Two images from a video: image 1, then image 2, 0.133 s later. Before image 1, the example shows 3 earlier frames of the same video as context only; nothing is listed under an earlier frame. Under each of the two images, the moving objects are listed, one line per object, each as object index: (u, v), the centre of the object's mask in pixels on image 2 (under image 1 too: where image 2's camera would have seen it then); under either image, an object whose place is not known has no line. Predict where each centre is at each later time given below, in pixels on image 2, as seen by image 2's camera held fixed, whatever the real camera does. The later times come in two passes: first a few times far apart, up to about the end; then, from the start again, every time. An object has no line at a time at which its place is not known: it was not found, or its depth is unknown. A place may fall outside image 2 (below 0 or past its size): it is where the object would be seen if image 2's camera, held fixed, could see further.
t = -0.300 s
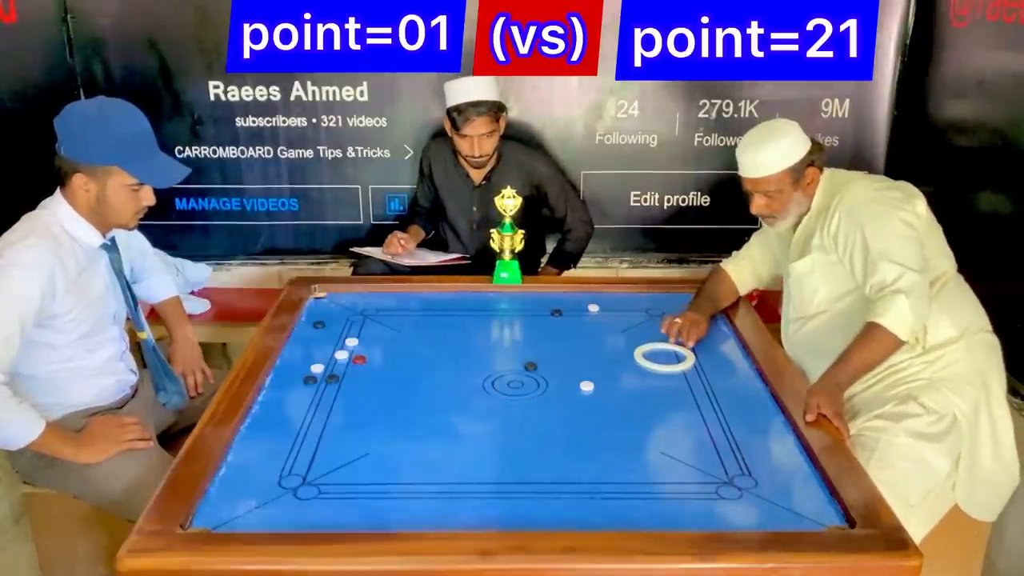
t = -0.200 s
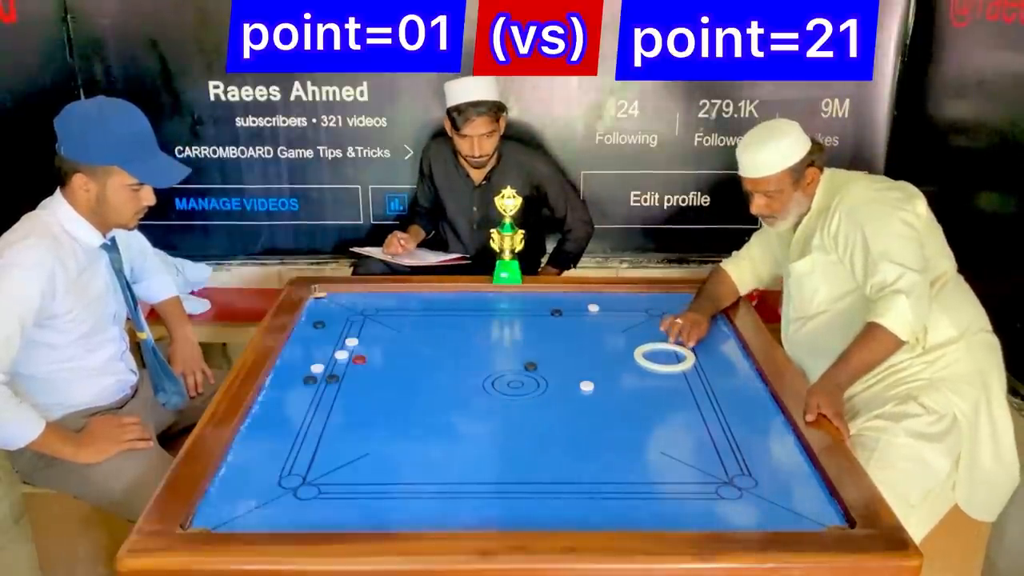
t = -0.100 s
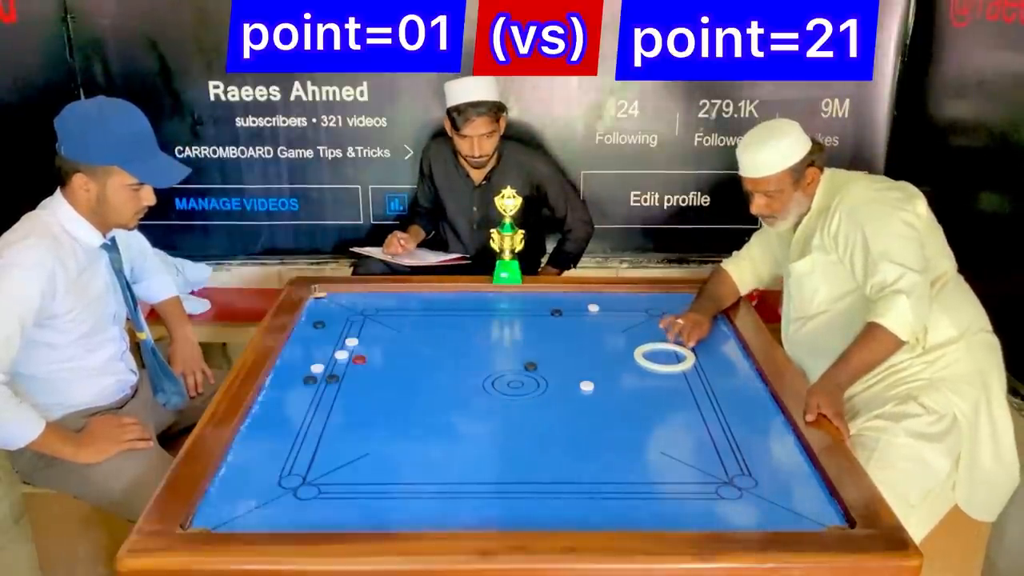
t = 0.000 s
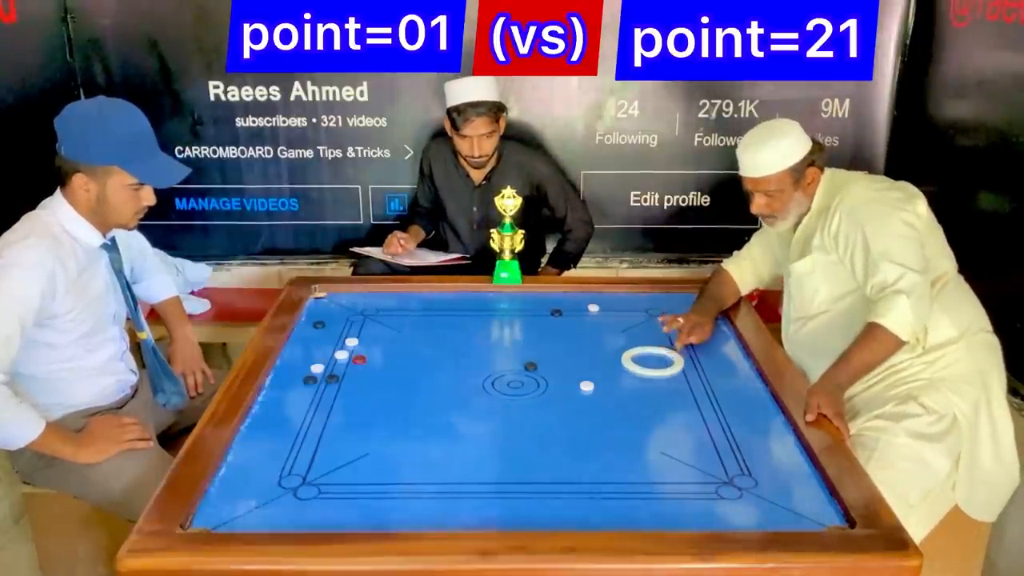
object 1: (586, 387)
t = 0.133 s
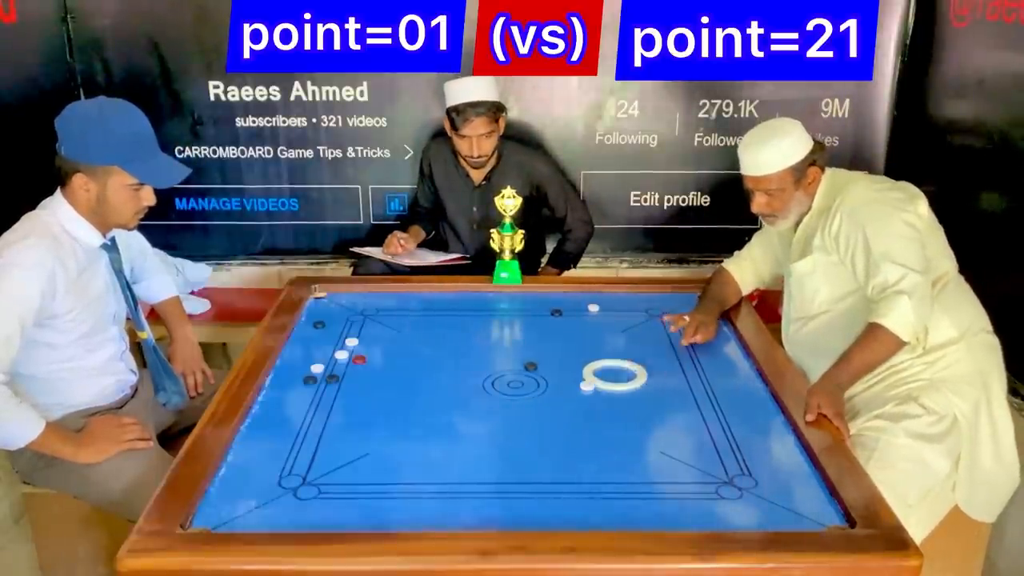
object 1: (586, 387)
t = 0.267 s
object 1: (546, 401)
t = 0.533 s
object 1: (458, 435)
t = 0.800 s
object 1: (362, 469)
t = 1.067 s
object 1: (257, 506)
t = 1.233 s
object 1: (193, 528)
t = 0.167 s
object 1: (577, 390)
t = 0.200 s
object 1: (567, 393)
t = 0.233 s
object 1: (556, 397)
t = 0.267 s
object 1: (546, 401)
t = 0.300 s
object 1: (536, 405)
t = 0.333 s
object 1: (525, 409)
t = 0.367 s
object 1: (514, 413)
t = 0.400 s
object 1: (502, 418)
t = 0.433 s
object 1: (492, 422)
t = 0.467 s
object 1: (480, 426)
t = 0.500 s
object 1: (469, 430)
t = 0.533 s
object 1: (458, 435)
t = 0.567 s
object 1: (446, 438)
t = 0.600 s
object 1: (434, 443)
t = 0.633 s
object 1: (422, 447)
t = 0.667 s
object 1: (411, 451)
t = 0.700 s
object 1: (399, 456)
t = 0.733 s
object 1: (386, 460)
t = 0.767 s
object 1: (374, 465)
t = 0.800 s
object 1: (362, 469)
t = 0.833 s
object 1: (349, 474)
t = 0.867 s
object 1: (336, 478)
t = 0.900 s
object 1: (323, 483)
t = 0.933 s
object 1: (311, 488)
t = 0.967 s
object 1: (297, 492)
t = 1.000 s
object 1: (285, 497)
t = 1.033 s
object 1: (271, 502)
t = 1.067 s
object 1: (257, 506)
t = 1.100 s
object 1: (244, 511)
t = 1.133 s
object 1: (230, 516)
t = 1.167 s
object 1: (216, 521)
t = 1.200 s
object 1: (202, 525)
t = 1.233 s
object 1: (193, 528)
